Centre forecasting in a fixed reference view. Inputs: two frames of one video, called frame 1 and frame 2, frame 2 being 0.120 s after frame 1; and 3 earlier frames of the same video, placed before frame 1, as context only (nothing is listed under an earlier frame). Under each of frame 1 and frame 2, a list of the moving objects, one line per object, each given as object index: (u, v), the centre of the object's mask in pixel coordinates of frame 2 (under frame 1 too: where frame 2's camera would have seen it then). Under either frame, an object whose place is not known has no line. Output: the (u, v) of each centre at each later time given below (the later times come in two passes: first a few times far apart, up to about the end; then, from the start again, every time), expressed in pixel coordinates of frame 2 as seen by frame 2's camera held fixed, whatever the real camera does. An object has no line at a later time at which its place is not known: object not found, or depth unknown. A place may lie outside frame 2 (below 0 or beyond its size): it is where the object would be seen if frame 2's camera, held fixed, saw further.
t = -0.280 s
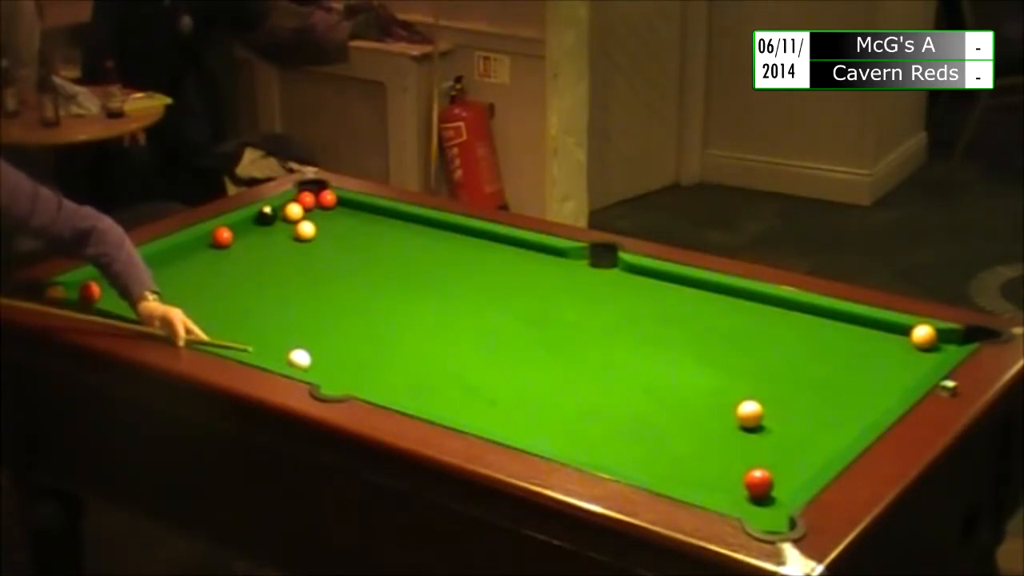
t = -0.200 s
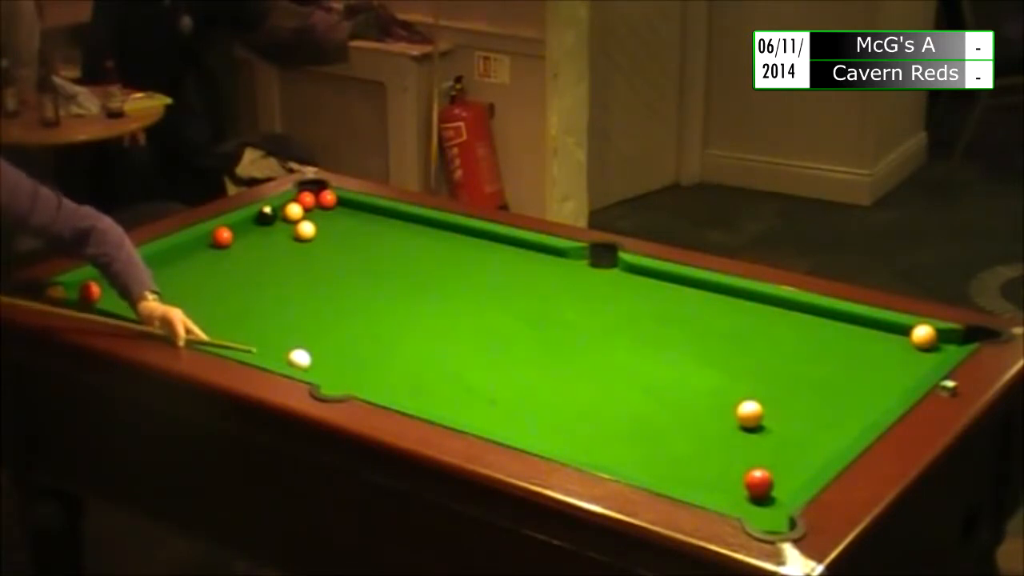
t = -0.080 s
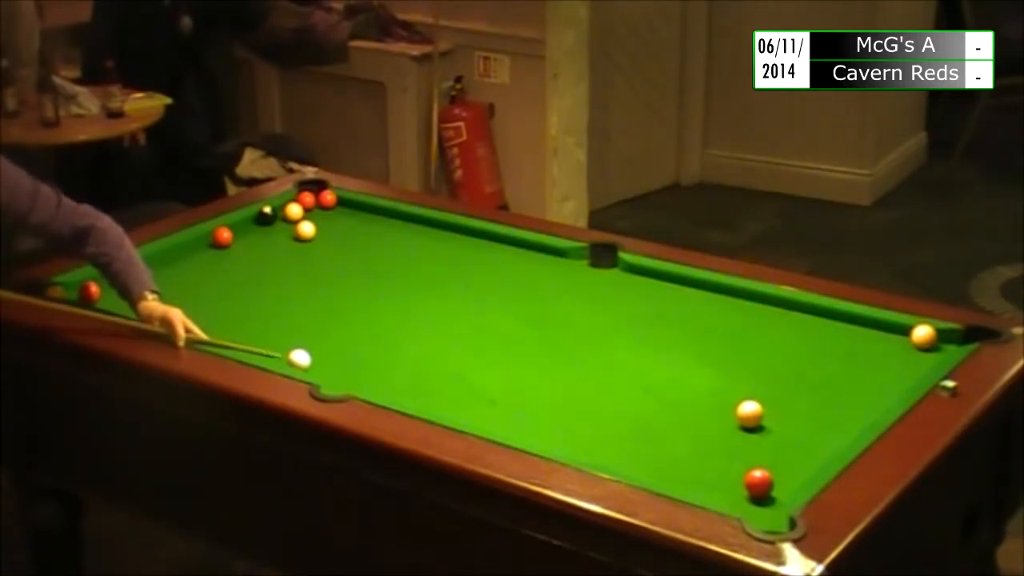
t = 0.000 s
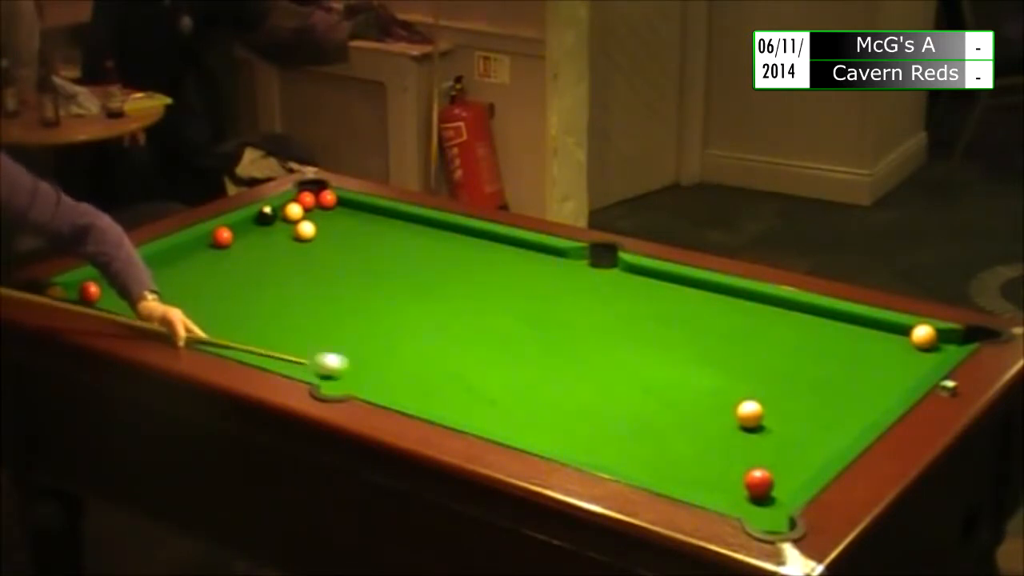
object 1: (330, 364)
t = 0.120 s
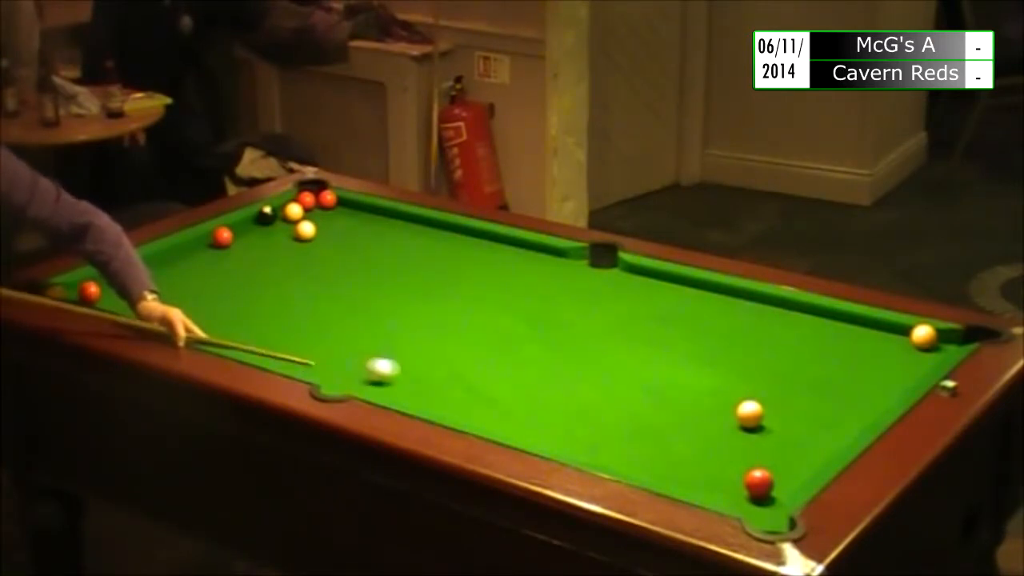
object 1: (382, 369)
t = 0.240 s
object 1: (432, 375)
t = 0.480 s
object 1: (531, 386)
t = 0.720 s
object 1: (629, 398)
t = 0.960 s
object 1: (722, 407)
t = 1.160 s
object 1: (747, 401)
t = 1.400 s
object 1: (771, 395)
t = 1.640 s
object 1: (790, 390)
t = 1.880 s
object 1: (806, 385)
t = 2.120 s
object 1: (817, 382)
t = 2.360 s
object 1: (824, 379)
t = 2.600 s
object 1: (826, 378)
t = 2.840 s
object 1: (827, 378)
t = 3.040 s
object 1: (827, 378)
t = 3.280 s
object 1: (827, 378)
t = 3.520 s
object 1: (827, 378)
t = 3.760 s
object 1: (827, 378)
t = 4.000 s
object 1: (827, 378)
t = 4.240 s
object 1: (827, 378)
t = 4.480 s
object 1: (827, 378)
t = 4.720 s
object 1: (827, 378)
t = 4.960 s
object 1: (827, 378)
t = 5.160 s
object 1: (827, 378)
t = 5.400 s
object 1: (827, 378)
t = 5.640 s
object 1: (827, 378)
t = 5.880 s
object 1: (827, 378)
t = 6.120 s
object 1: (827, 378)
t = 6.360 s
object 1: (827, 378)
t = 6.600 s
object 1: (827, 378)
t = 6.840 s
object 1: (827, 378)
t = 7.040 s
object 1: (827, 378)
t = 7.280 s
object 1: (827, 378)
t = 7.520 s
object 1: (827, 378)
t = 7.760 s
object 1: (827, 378)
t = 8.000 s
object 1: (827, 378)
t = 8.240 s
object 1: (827, 378)
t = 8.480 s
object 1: (827, 378)
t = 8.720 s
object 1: (827, 378)
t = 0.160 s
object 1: (398, 372)
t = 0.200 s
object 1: (415, 373)
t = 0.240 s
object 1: (432, 375)
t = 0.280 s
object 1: (448, 377)
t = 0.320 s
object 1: (465, 379)
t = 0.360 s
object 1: (482, 381)
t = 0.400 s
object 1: (498, 383)
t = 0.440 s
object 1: (515, 385)
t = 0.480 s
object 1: (531, 386)
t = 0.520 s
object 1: (548, 388)
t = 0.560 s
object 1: (564, 390)
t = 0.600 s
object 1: (580, 392)
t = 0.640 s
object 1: (596, 394)
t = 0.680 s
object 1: (612, 395)
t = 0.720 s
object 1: (629, 398)
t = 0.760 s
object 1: (645, 399)
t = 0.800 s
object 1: (661, 401)
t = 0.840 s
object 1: (677, 403)
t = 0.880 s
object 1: (693, 405)
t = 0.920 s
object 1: (709, 406)
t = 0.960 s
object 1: (722, 407)
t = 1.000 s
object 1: (729, 406)
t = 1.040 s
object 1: (734, 405)
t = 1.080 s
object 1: (738, 404)
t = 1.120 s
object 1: (743, 403)
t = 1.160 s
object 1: (747, 401)
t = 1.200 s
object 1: (752, 400)
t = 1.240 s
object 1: (755, 399)
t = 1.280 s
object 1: (760, 398)
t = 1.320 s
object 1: (764, 397)
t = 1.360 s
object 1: (767, 396)
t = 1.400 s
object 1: (771, 395)
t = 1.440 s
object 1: (775, 394)
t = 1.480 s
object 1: (778, 393)
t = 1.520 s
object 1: (781, 392)
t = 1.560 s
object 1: (784, 391)
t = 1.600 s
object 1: (788, 390)
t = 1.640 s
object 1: (790, 390)
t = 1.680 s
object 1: (793, 389)
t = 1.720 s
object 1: (796, 388)
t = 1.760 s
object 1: (799, 387)
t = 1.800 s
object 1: (801, 387)
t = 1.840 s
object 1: (804, 386)
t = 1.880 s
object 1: (806, 385)
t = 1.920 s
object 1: (808, 385)
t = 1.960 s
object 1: (810, 384)
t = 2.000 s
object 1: (812, 383)
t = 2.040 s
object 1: (814, 383)
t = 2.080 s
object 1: (815, 382)
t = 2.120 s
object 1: (817, 382)
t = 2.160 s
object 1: (818, 381)
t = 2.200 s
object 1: (819, 380)
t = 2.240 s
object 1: (821, 380)
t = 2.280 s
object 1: (822, 380)
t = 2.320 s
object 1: (823, 380)
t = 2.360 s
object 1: (824, 379)
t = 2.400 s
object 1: (824, 379)
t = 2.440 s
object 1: (825, 379)
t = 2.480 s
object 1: (825, 378)
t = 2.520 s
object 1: (826, 378)
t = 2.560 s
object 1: (826, 378)
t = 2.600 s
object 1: (826, 378)
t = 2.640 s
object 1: (827, 378)
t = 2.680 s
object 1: (827, 378)
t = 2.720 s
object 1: (827, 378)
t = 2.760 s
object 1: (827, 378)
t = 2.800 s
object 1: (827, 378)
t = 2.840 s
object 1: (827, 378)
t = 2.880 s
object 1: (827, 378)
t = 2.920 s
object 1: (827, 378)
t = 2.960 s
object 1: (827, 378)
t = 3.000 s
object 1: (827, 378)
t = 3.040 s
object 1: (827, 378)
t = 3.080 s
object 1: (827, 378)
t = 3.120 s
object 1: (827, 378)
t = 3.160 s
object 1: (827, 378)
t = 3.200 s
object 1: (827, 378)
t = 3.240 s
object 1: (827, 378)
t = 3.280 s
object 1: (827, 378)
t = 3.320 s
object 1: (827, 378)
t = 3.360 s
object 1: (827, 378)
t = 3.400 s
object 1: (827, 378)
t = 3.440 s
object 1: (827, 378)
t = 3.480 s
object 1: (827, 378)
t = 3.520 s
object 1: (827, 378)
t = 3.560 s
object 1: (827, 378)
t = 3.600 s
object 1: (827, 378)
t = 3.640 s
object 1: (827, 378)
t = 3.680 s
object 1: (827, 378)
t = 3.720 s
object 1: (827, 378)
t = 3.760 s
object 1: (827, 378)
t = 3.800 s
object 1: (827, 378)
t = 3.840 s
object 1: (827, 378)
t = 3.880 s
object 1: (827, 378)
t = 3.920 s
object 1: (827, 378)
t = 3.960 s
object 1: (827, 378)
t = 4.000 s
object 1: (827, 378)
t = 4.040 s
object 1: (827, 378)
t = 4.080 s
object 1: (827, 378)
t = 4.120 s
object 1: (827, 378)
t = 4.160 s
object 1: (827, 378)
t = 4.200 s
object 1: (827, 378)
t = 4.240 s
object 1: (827, 378)
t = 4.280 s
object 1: (827, 378)
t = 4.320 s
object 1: (827, 378)
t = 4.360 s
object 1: (827, 378)
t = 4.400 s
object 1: (827, 378)
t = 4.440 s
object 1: (827, 378)
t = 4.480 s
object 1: (827, 378)
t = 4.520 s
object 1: (827, 378)
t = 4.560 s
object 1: (827, 378)
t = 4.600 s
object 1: (827, 378)
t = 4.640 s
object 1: (827, 378)
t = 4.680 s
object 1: (827, 378)
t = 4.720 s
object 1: (827, 378)
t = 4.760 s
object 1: (827, 378)
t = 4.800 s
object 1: (827, 378)
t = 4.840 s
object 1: (827, 378)
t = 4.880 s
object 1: (827, 378)
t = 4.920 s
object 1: (827, 378)
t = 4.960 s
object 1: (827, 378)
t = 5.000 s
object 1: (827, 378)
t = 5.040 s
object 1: (827, 378)
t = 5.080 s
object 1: (827, 378)
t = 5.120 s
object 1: (827, 378)
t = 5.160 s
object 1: (827, 378)
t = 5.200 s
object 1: (827, 378)
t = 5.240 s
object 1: (827, 378)
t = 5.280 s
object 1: (827, 378)
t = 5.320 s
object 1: (827, 378)
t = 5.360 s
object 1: (827, 378)
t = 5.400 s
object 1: (827, 378)
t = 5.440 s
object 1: (827, 378)
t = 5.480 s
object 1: (827, 378)
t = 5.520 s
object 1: (827, 378)
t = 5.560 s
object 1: (827, 378)
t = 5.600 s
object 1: (827, 378)
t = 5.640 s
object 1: (827, 378)
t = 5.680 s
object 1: (827, 378)
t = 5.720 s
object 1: (827, 378)
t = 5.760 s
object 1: (827, 378)
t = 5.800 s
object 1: (827, 378)
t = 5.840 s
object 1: (827, 378)
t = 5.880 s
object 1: (827, 378)
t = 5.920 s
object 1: (827, 378)
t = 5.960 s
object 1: (827, 378)
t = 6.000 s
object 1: (827, 378)
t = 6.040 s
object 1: (827, 378)
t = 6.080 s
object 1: (827, 378)
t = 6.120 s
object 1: (827, 378)
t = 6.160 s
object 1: (827, 378)
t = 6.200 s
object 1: (827, 378)
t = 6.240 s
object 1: (827, 378)
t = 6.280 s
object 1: (827, 378)
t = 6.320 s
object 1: (827, 378)
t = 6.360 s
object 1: (827, 378)
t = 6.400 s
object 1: (827, 378)
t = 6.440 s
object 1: (827, 378)
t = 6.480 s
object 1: (827, 378)
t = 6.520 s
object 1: (827, 378)
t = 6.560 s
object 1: (827, 378)
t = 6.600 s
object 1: (827, 378)
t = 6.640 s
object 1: (827, 378)
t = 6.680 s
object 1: (827, 378)
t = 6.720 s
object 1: (827, 378)
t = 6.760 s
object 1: (827, 378)
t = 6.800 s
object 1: (827, 378)
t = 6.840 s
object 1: (827, 378)
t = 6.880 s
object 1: (827, 378)
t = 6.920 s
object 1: (827, 378)
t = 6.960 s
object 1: (827, 378)
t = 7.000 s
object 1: (827, 378)
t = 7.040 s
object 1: (827, 378)
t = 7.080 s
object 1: (827, 378)
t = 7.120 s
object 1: (827, 378)
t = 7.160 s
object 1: (827, 378)
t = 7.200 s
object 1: (827, 378)
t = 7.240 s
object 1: (827, 378)
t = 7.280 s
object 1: (827, 378)
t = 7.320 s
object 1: (827, 378)
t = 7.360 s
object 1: (827, 378)
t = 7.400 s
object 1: (827, 378)
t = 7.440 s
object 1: (827, 378)
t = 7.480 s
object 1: (827, 378)
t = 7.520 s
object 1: (827, 378)
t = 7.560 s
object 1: (827, 378)
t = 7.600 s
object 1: (827, 378)
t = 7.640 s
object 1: (827, 378)
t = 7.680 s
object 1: (827, 378)
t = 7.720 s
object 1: (827, 378)
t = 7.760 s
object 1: (827, 378)
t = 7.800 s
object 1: (827, 378)
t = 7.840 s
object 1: (827, 378)
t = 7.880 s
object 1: (827, 378)
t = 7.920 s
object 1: (827, 378)
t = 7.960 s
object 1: (827, 378)
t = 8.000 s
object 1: (827, 378)
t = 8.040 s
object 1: (827, 378)
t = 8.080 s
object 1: (827, 378)
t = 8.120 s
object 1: (827, 378)
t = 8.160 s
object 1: (827, 378)
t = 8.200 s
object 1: (827, 378)
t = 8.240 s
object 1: (827, 378)
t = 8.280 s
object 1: (827, 378)
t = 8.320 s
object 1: (827, 378)
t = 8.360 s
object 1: (827, 378)
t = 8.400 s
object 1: (827, 378)
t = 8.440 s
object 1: (827, 378)
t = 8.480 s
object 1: (827, 378)
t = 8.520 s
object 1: (827, 378)
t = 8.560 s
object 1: (827, 378)
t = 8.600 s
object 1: (827, 378)
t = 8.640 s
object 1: (827, 378)
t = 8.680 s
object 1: (827, 378)
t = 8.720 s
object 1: (827, 378)
